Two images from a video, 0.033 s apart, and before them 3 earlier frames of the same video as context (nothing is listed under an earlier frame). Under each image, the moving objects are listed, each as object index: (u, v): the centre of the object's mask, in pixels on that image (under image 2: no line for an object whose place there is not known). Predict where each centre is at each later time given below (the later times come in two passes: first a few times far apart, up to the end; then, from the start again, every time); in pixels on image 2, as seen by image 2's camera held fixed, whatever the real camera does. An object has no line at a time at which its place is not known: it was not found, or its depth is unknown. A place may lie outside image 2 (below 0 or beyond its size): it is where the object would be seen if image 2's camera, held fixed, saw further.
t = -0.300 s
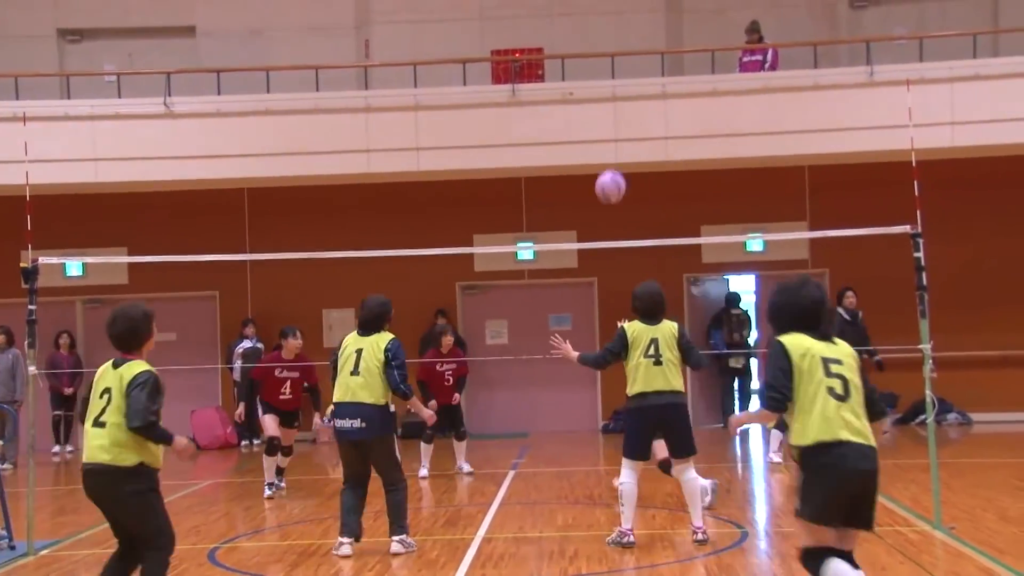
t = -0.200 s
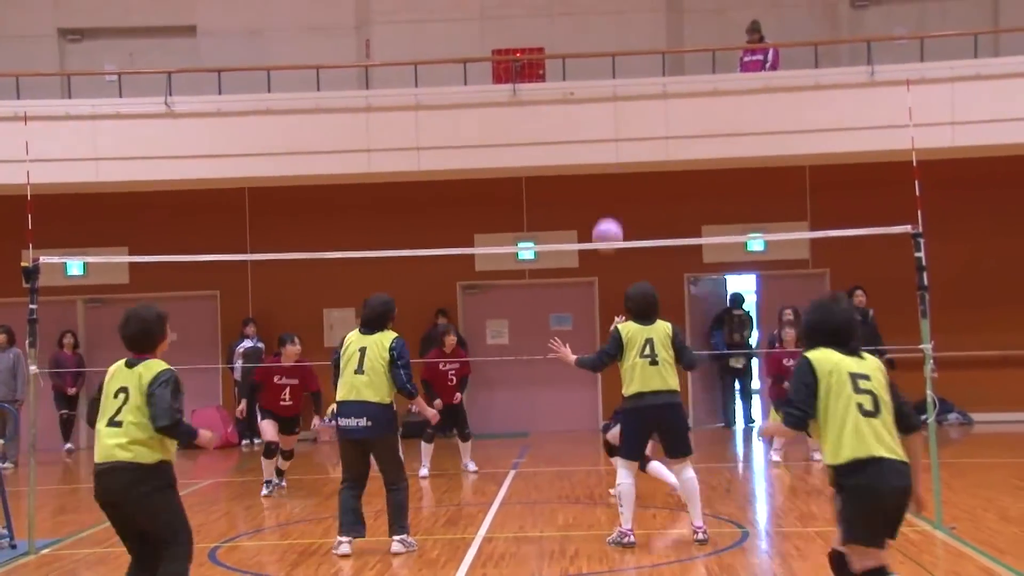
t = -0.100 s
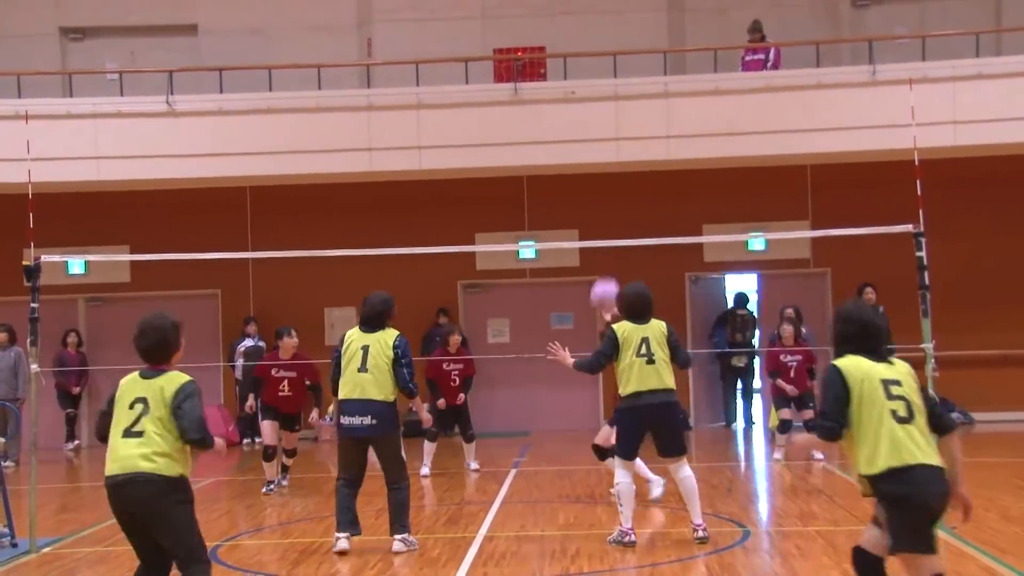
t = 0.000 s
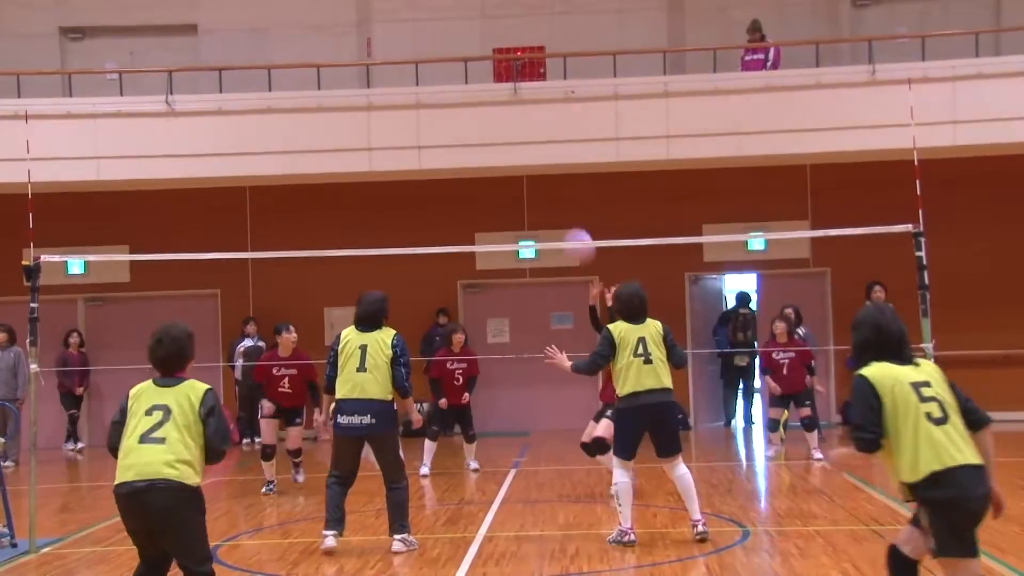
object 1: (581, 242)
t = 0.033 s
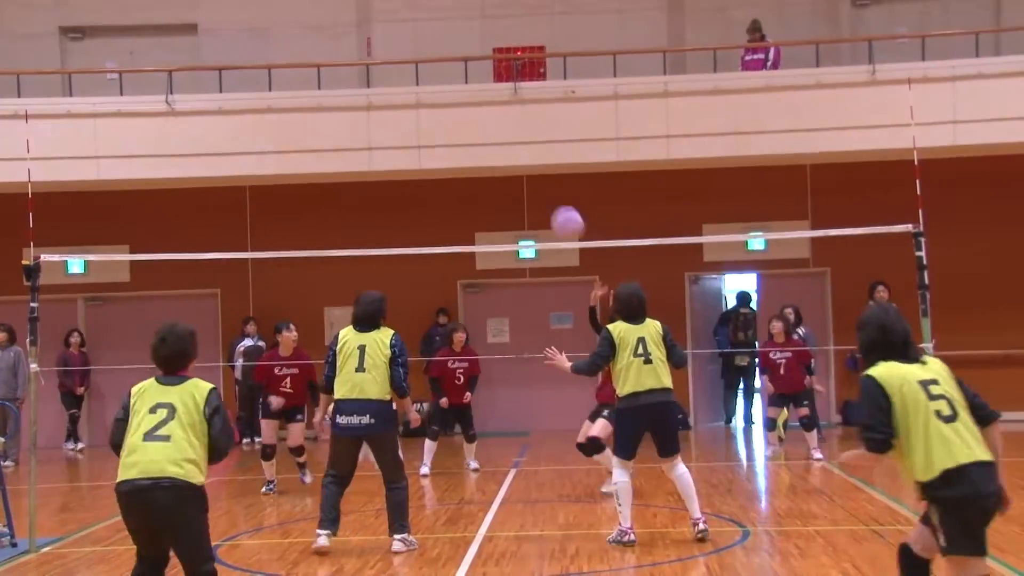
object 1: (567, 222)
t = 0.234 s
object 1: (503, 121)
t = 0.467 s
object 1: (432, 57)
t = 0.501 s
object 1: (421, 53)
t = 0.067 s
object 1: (557, 205)
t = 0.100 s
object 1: (546, 186)
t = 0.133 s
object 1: (536, 168)
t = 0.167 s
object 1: (523, 150)
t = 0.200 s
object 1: (513, 135)
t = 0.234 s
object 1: (503, 121)
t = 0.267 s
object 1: (493, 108)
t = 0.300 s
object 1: (482, 96)
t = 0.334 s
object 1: (473, 86)
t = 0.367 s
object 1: (462, 76)
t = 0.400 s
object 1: (453, 68)
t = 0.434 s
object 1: (442, 62)
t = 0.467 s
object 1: (432, 57)
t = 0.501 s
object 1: (421, 53)
